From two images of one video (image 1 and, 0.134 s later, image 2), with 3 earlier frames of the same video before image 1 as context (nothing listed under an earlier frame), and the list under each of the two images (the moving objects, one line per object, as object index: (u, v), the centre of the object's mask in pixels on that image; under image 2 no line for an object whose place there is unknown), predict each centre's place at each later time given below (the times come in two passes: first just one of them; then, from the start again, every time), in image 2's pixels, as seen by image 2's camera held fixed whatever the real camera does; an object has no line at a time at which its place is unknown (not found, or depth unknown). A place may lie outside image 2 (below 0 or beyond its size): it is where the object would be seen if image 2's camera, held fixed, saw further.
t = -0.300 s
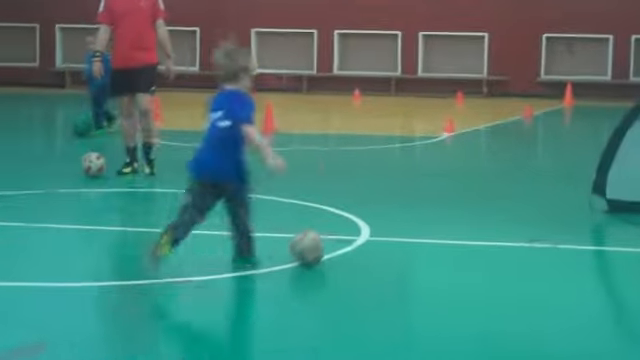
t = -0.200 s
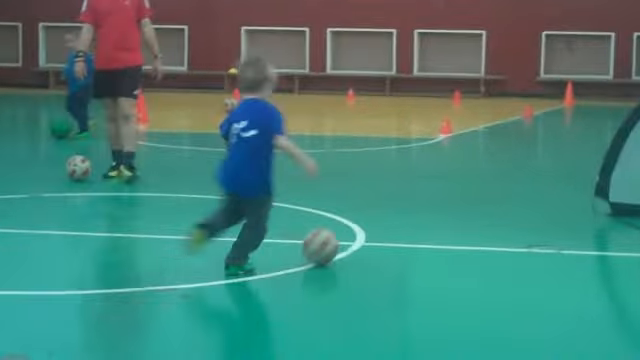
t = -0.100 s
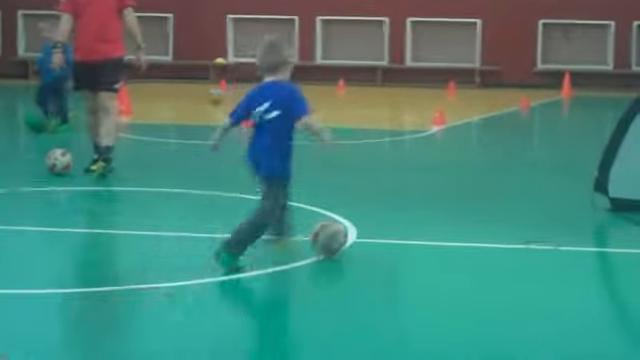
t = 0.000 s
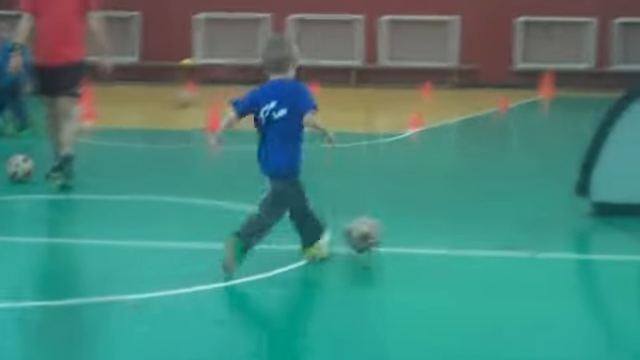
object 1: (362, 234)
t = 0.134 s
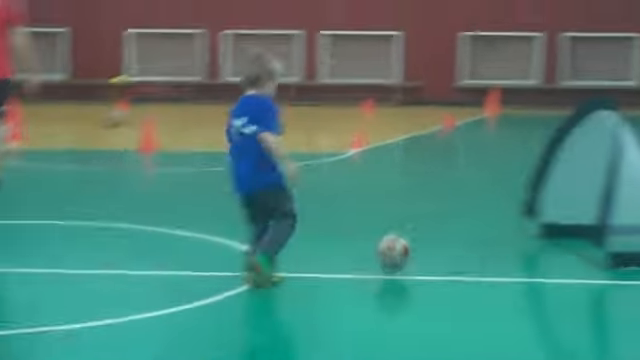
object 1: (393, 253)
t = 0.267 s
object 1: (464, 248)
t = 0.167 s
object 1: (412, 250)
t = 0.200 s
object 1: (431, 251)
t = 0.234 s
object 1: (448, 251)
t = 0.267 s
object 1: (464, 248)
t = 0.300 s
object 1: (481, 246)
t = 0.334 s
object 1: (496, 246)
